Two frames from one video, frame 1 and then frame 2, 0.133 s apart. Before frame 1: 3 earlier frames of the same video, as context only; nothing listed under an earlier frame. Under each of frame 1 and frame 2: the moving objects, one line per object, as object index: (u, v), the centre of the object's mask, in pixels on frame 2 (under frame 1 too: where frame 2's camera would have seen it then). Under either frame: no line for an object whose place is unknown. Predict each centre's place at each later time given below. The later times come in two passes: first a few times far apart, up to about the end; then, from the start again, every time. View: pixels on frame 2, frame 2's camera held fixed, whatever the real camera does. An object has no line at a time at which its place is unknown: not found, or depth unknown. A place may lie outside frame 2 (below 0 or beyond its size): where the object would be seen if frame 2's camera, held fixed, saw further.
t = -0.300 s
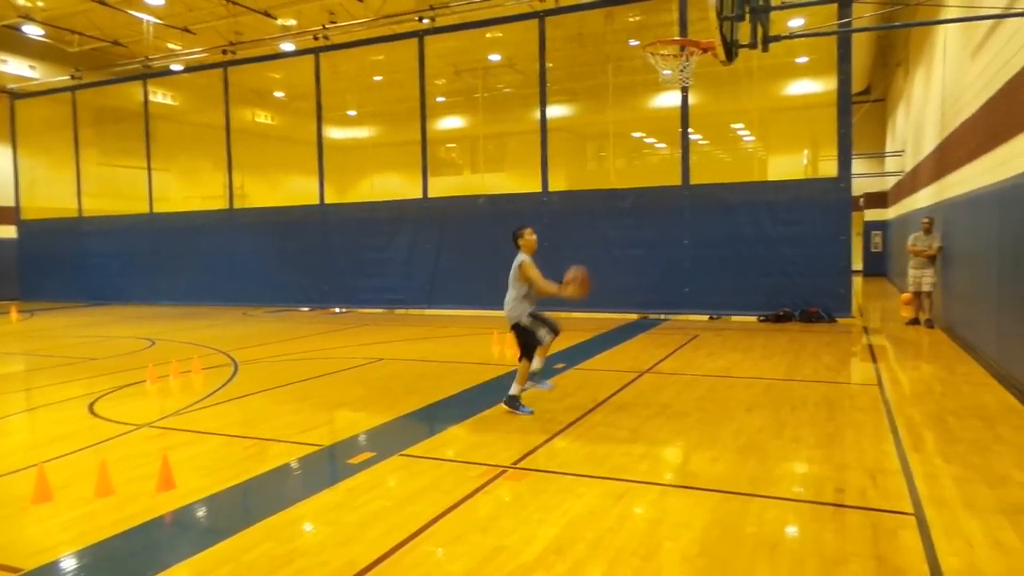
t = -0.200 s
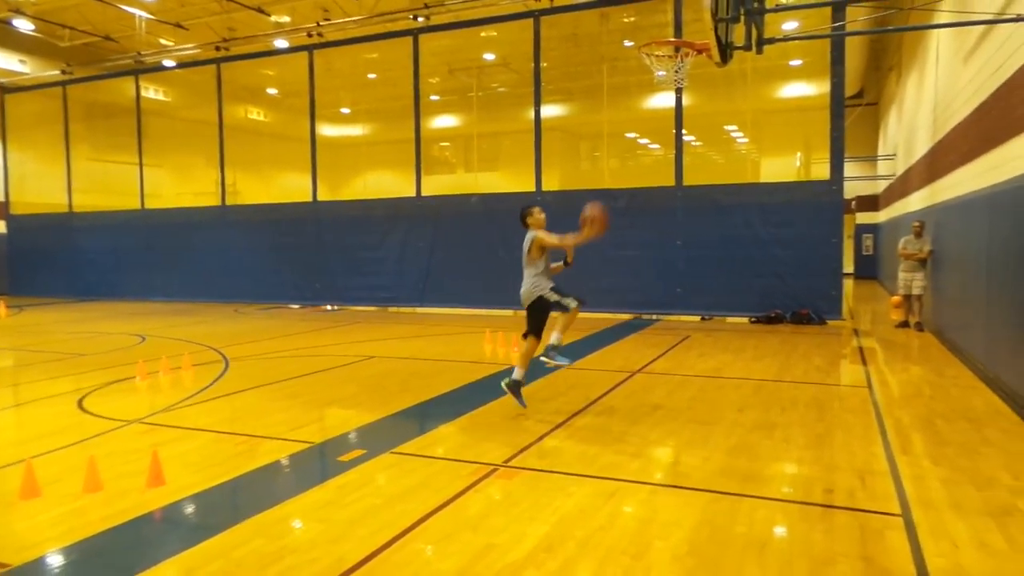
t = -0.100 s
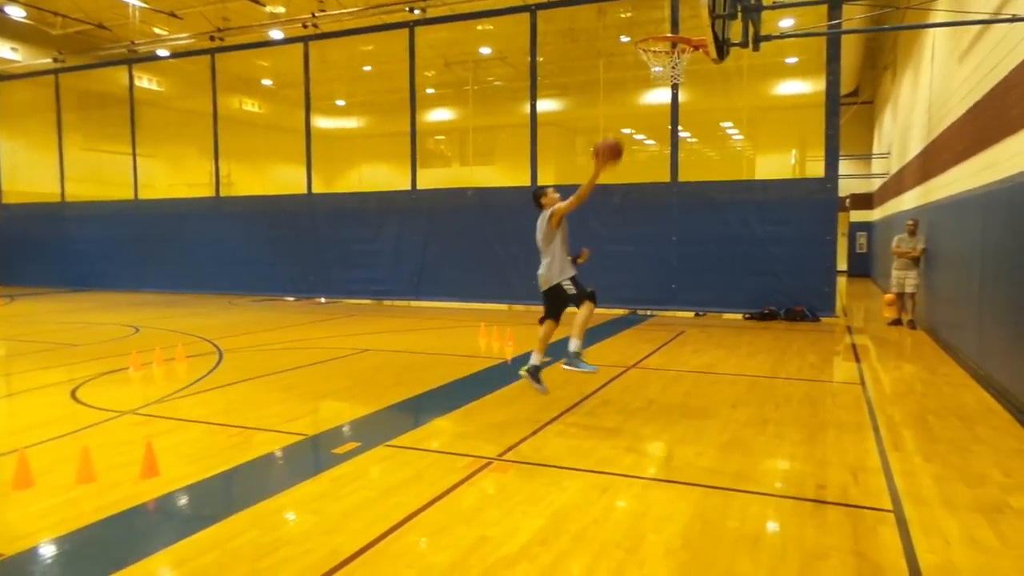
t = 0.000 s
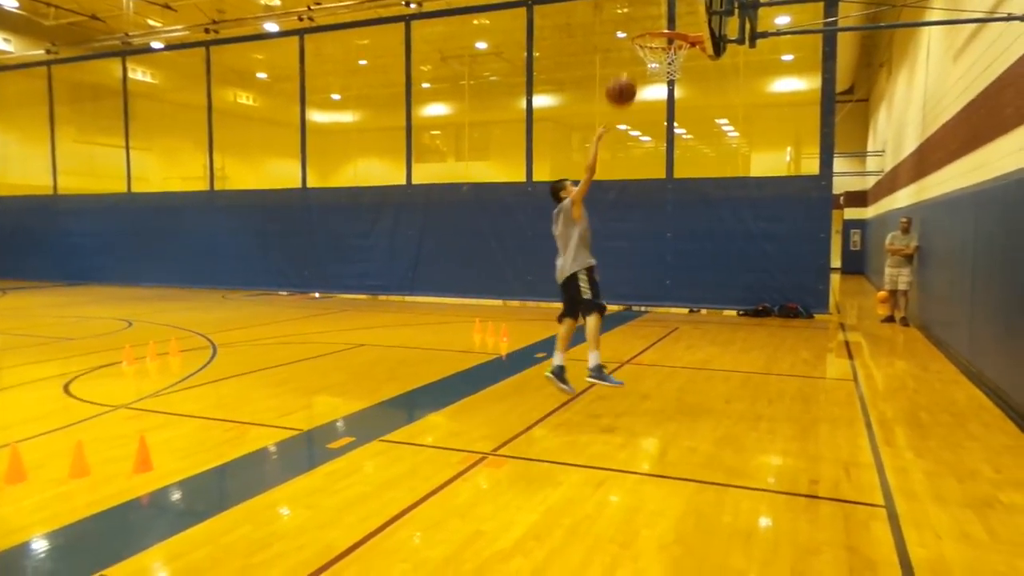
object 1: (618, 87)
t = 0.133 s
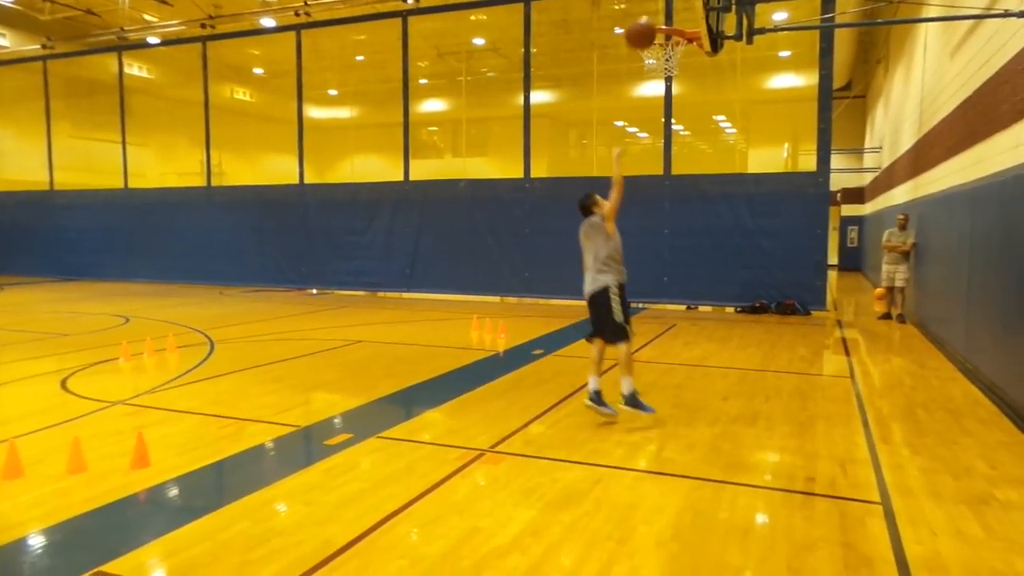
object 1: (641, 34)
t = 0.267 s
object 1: (661, 8)
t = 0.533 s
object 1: (681, 9)
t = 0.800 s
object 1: (654, 43)
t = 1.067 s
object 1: (650, 71)
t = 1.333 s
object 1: (664, 136)
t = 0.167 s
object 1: (646, 24)
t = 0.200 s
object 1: (651, 16)
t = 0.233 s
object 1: (656, 12)
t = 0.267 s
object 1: (661, 8)
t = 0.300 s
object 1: (666, 5)
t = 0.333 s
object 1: (672, 2)
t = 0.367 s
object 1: (677, -1)
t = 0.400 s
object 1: (680, -1)
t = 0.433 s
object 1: (683, 0)
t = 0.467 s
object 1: (684, 0)
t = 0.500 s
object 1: (683, 3)
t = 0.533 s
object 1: (681, 9)
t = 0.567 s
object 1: (678, 14)
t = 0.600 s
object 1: (674, 16)
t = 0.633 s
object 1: (671, 16)
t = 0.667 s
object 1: (668, 17)
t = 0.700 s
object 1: (665, 19)
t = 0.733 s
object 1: (662, 24)
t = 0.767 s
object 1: (658, 32)
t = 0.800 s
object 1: (654, 43)
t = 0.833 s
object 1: (651, 48)
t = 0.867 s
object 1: (648, 57)
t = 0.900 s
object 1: (646, 63)
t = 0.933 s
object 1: (646, 67)
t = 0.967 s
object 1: (647, 66)
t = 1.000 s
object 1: (648, 67)
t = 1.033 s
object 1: (649, 69)
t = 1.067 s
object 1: (650, 71)
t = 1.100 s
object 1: (651, 75)
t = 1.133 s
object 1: (652, 78)
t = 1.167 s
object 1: (653, 83)
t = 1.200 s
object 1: (656, 93)
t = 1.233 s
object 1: (658, 102)
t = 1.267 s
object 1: (660, 112)
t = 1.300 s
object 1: (662, 123)
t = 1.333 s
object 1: (664, 136)
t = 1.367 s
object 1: (666, 151)
